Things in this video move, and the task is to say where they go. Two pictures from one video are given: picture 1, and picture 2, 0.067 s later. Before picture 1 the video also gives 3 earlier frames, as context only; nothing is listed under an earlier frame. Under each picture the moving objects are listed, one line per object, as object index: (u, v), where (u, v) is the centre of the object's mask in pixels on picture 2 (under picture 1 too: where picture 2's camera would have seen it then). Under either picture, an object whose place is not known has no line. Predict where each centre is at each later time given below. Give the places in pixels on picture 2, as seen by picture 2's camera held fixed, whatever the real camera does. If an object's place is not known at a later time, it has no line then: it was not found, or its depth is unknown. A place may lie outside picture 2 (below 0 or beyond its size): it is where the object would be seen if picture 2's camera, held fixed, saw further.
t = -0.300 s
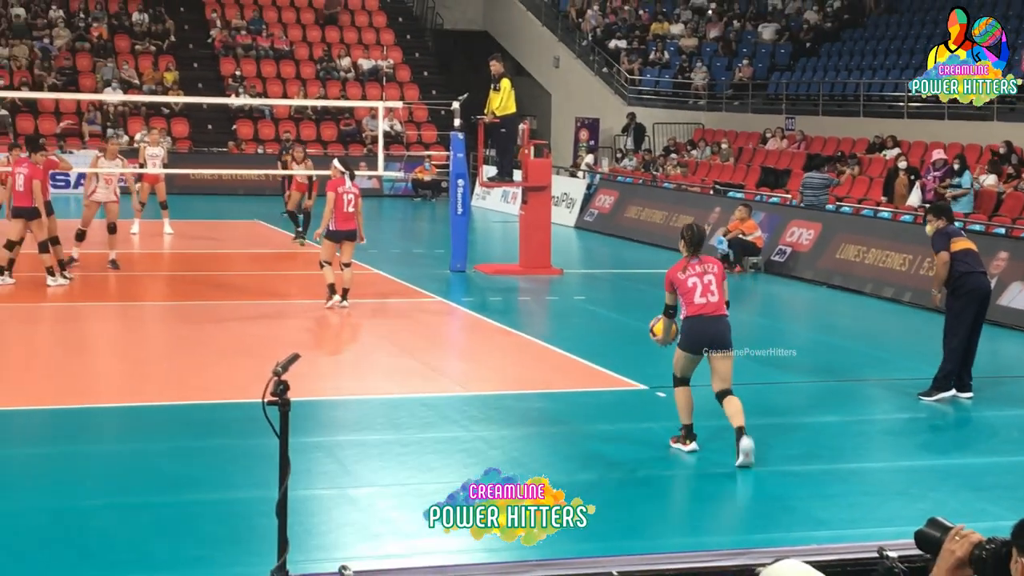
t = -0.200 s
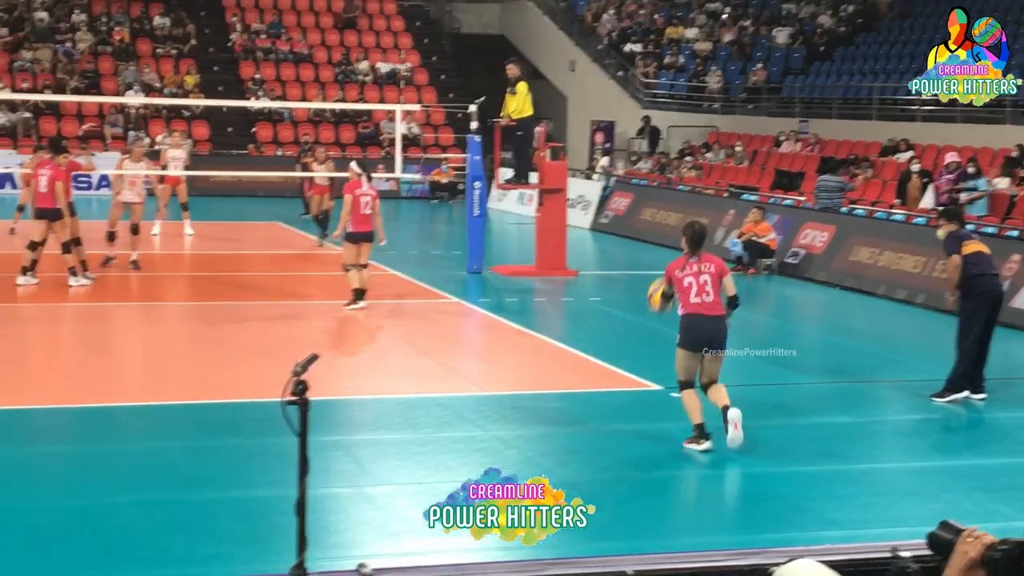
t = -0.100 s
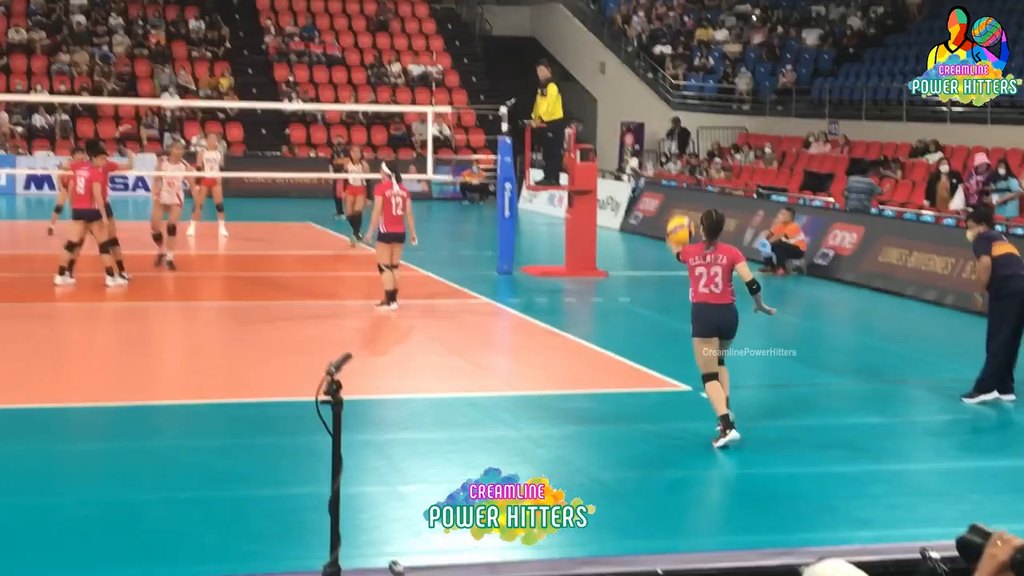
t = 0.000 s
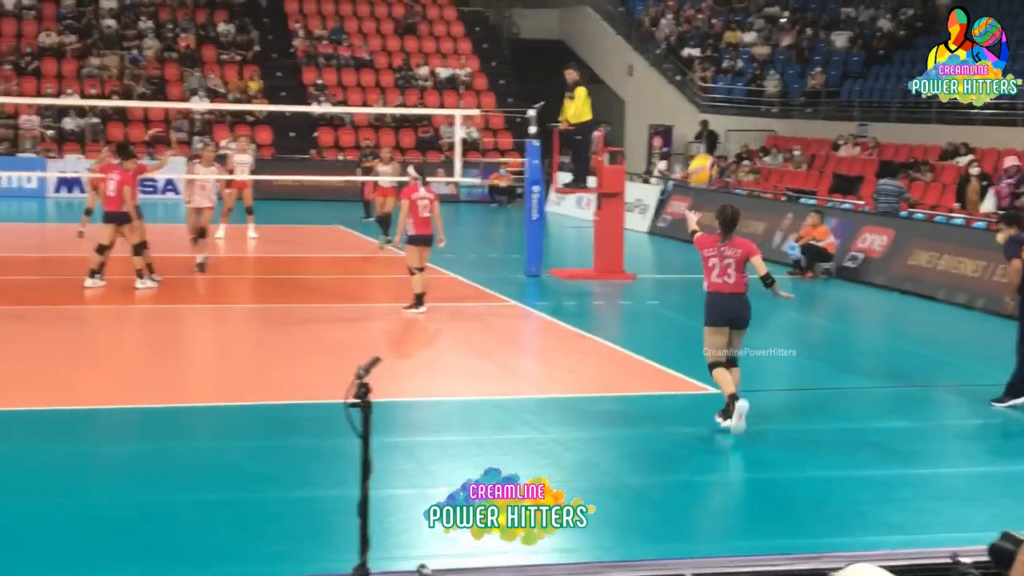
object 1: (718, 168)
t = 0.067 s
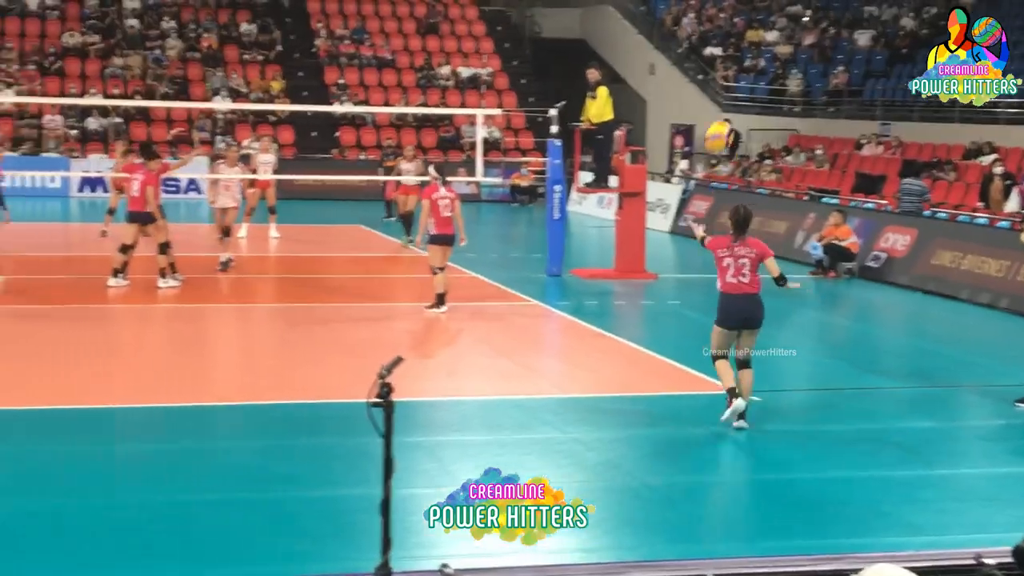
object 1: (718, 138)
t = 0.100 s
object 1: (719, 123)
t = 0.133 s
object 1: (719, 110)
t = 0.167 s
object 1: (721, 99)
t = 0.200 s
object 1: (717, 89)
